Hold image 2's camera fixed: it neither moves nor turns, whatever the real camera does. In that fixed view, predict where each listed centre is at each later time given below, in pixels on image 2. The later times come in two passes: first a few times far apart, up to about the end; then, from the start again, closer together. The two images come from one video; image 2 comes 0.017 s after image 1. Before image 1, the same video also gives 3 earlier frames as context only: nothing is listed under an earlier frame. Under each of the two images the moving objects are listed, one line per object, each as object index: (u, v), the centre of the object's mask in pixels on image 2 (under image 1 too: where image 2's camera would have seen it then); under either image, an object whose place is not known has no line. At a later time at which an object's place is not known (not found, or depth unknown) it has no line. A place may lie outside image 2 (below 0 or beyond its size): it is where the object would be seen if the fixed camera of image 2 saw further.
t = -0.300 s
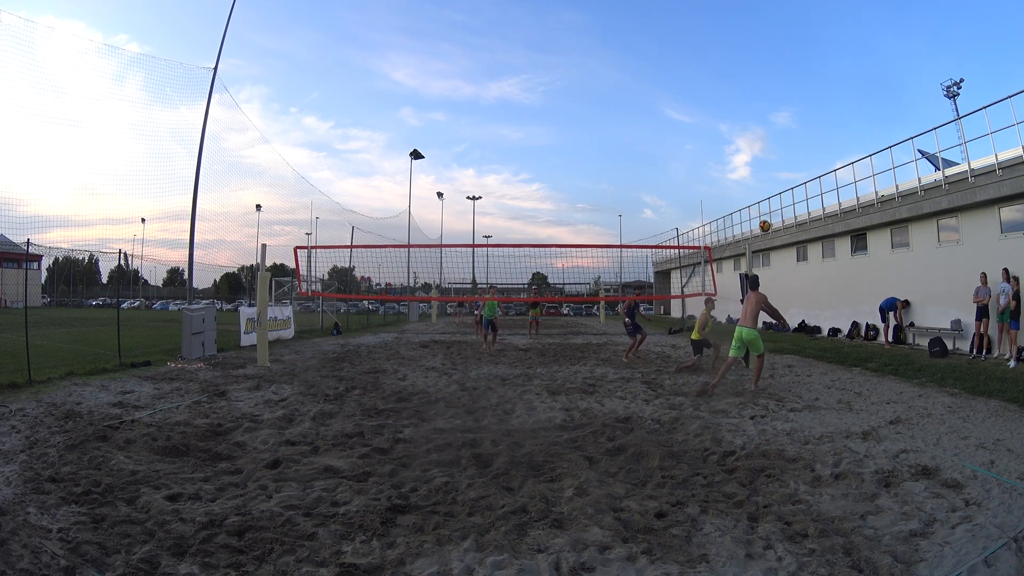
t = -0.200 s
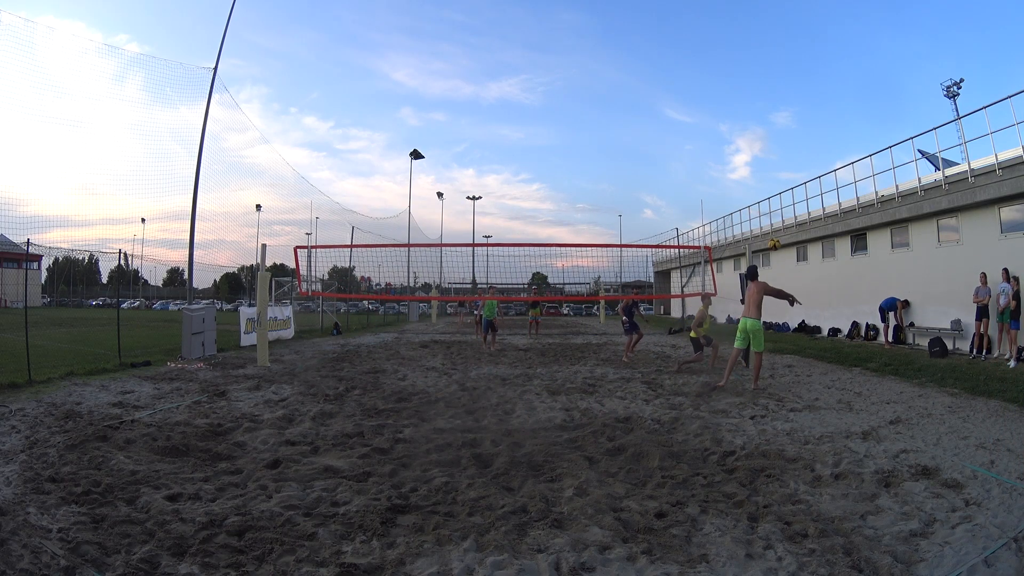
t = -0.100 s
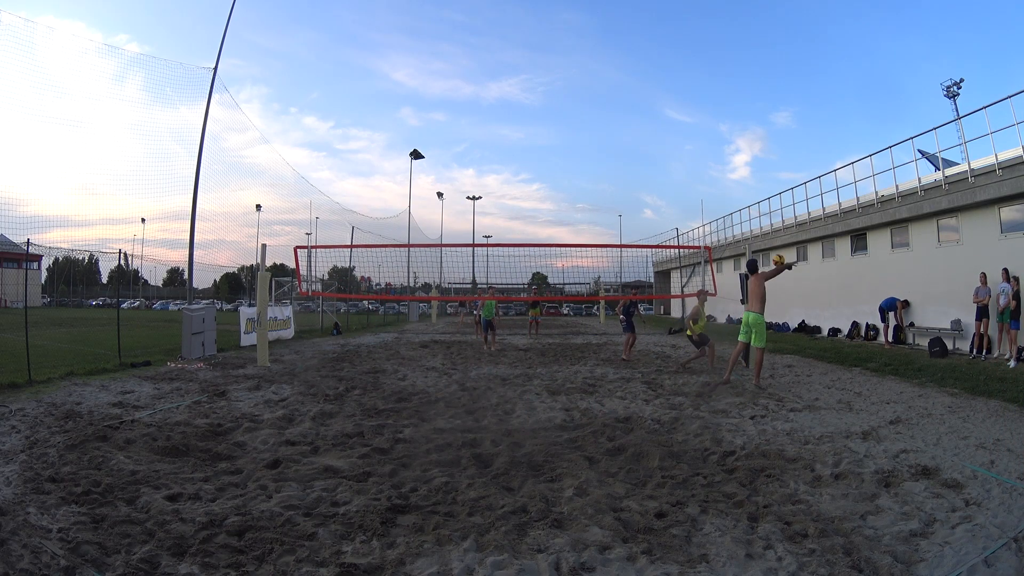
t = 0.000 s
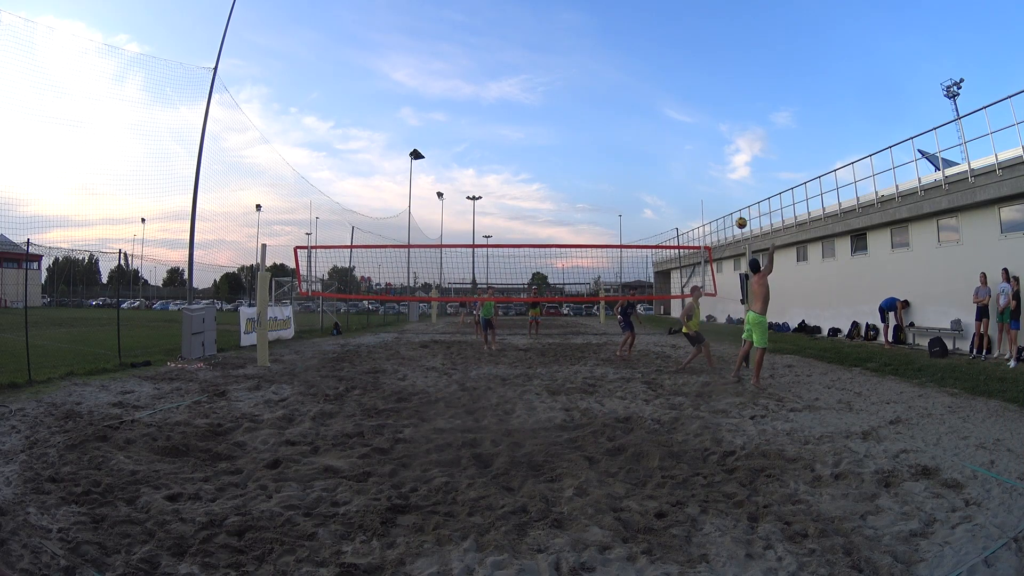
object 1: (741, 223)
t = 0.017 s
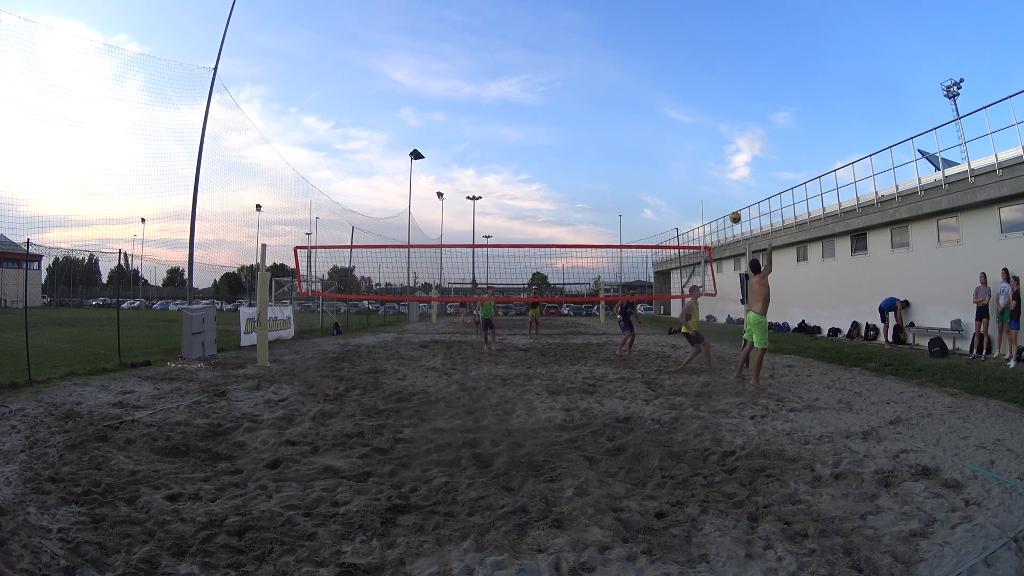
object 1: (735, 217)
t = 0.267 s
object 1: (656, 168)
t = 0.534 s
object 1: (592, 160)
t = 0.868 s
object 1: (532, 192)
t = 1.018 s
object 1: (511, 218)
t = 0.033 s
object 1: (729, 212)
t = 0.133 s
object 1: (695, 188)
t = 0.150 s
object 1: (690, 185)
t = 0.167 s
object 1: (685, 182)
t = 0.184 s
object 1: (680, 179)
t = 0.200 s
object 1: (675, 176)
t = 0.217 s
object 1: (670, 174)
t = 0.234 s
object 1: (665, 172)
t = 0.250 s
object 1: (660, 170)
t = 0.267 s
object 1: (656, 168)
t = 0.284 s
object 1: (651, 167)
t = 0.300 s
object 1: (647, 165)
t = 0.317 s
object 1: (642, 164)
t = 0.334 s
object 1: (638, 163)
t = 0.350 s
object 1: (634, 162)
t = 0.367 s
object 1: (630, 161)
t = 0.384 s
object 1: (626, 160)
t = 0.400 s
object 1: (622, 160)
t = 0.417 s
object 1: (618, 159)
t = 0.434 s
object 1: (614, 159)
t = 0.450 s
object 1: (610, 159)
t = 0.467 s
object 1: (606, 159)
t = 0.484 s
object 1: (603, 159)
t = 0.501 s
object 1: (599, 159)
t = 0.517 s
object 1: (595, 160)
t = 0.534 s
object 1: (592, 160)
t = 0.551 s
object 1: (589, 161)
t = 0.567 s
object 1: (585, 162)
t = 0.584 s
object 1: (582, 163)
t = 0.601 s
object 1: (579, 164)
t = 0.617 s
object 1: (576, 165)
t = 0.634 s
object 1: (572, 166)
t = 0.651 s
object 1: (569, 167)
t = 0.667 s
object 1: (566, 169)
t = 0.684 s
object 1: (563, 170)
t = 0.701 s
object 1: (560, 172)
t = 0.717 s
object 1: (557, 173)
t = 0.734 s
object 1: (554, 175)
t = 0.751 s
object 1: (551, 177)
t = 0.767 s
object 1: (549, 179)
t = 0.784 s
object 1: (546, 181)
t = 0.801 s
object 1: (543, 183)
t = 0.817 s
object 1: (540, 185)
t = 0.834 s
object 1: (538, 188)
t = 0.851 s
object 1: (535, 190)
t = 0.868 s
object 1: (532, 192)
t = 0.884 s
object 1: (530, 195)
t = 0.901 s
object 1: (527, 198)
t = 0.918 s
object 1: (525, 200)
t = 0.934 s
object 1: (523, 203)
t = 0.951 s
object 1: (520, 206)
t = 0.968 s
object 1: (518, 209)
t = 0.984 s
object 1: (515, 212)
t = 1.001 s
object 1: (513, 215)
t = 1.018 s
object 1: (511, 218)
